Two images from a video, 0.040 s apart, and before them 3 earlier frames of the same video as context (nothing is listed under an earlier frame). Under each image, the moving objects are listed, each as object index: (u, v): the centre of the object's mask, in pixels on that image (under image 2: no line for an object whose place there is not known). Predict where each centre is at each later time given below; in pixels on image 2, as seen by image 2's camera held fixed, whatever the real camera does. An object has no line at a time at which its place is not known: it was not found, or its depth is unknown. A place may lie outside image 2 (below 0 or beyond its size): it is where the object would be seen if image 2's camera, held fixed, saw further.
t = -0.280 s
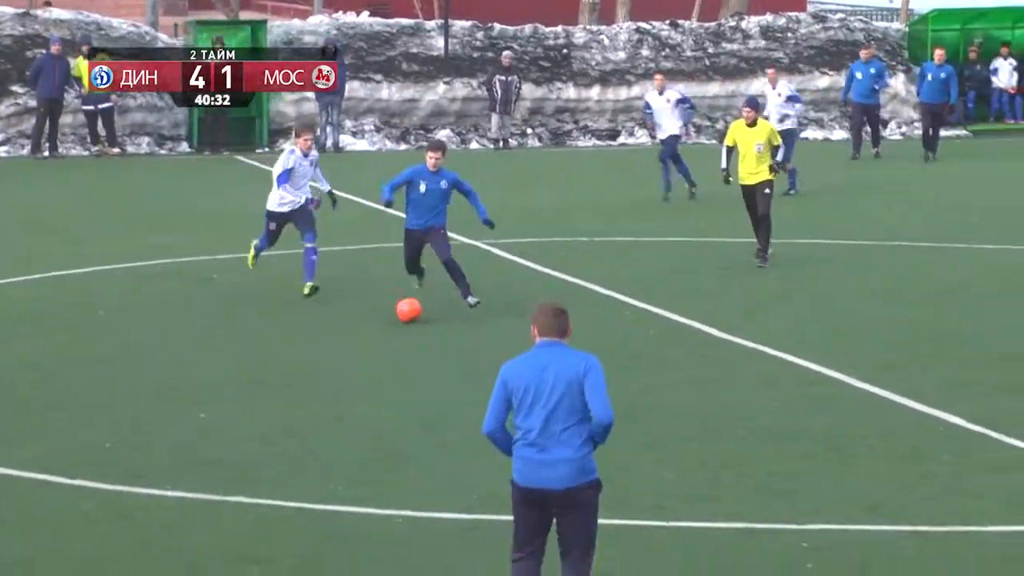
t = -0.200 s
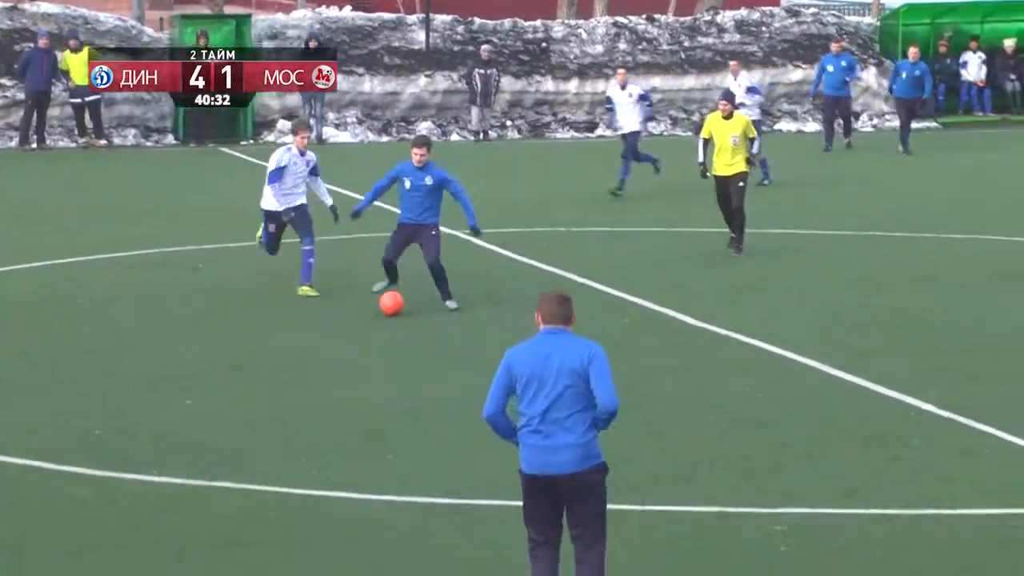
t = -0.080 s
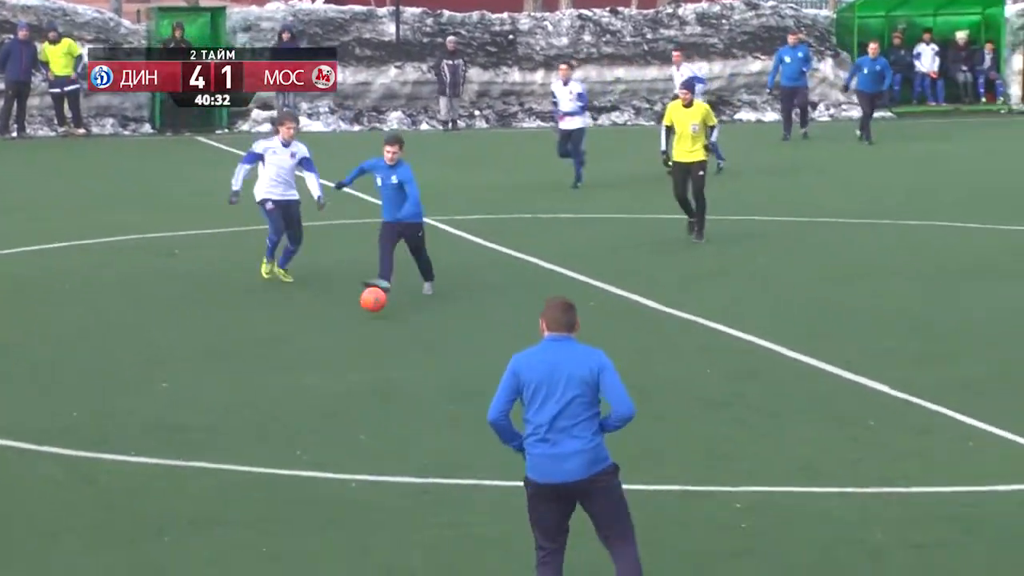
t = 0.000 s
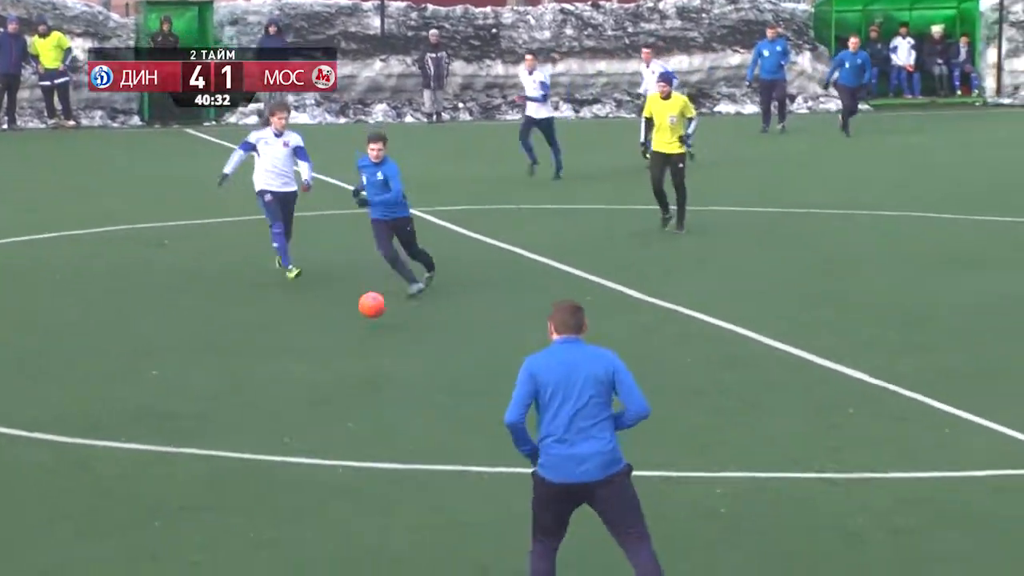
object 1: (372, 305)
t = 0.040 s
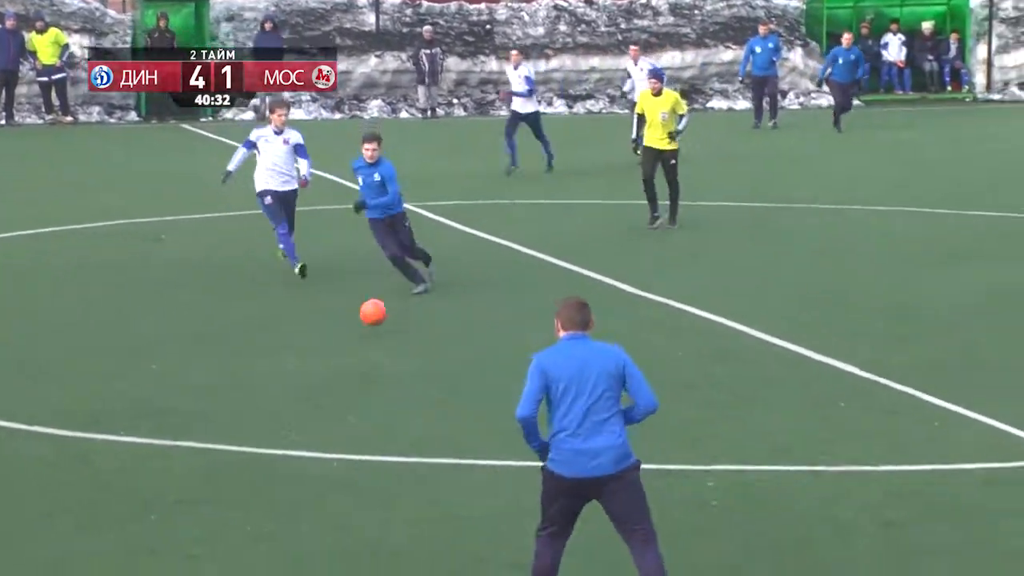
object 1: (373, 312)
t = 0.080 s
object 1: (379, 329)
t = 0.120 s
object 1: (384, 347)
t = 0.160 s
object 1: (387, 351)
